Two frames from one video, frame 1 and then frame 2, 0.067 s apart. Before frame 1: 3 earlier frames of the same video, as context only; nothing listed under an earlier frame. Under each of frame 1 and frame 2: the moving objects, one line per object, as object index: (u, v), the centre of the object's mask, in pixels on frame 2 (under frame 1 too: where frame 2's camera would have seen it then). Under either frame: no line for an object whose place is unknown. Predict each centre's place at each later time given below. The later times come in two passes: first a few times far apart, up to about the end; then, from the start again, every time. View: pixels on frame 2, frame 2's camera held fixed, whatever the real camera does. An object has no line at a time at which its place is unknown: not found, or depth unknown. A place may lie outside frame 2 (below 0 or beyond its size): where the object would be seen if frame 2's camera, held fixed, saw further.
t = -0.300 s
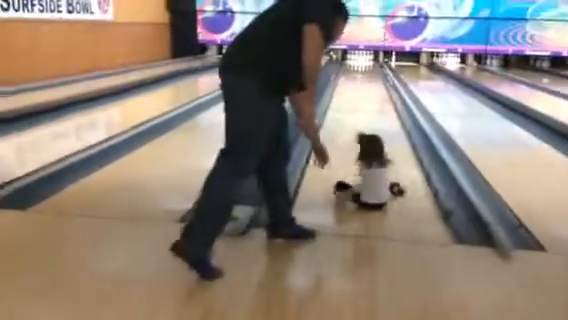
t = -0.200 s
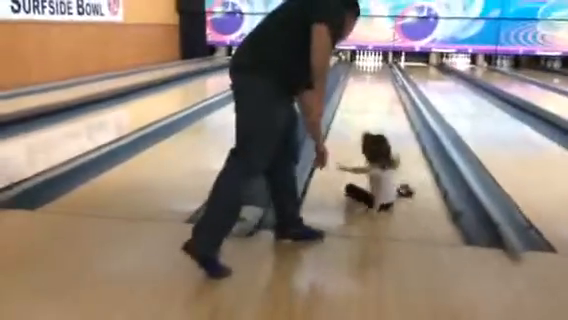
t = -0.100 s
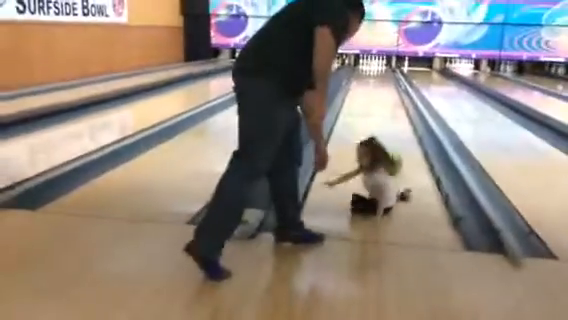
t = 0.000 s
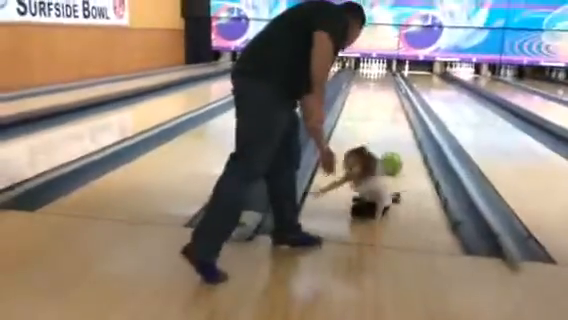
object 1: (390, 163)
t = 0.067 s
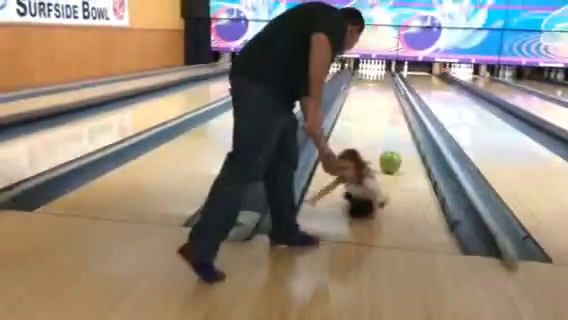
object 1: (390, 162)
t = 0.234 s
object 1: (392, 158)
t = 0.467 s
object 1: (393, 151)
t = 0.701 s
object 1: (397, 149)
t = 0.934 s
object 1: (400, 144)
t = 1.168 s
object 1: (402, 141)
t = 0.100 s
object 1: (390, 161)
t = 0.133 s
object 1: (390, 161)
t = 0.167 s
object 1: (391, 160)
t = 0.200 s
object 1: (390, 159)
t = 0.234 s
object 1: (392, 158)
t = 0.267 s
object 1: (392, 158)
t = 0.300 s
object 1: (393, 155)
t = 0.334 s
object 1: (392, 154)
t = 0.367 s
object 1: (392, 153)
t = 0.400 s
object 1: (393, 153)
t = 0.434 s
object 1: (393, 153)
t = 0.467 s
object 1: (393, 151)
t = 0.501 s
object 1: (394, 151)
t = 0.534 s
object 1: (395, 151)
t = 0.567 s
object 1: (395, 151)
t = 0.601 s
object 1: (396, 150)
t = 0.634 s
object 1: (396, 149)
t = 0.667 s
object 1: (396, 149)
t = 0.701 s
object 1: (397, 149)
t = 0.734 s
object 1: (397, 147)
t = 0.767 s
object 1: (398, 147)
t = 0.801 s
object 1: (399, 146)
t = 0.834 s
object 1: (399, 145)
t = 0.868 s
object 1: (399, 145)
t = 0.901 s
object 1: (399, 145)
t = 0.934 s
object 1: (400, 144)
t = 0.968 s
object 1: (400, 144)
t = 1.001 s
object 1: (401, 144)
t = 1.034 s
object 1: (401, 143)
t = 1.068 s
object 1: (402, 143)
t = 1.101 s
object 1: (402, 142)
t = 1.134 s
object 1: (403, 141)
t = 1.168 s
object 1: (402, 141)
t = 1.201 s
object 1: (403, 141)
